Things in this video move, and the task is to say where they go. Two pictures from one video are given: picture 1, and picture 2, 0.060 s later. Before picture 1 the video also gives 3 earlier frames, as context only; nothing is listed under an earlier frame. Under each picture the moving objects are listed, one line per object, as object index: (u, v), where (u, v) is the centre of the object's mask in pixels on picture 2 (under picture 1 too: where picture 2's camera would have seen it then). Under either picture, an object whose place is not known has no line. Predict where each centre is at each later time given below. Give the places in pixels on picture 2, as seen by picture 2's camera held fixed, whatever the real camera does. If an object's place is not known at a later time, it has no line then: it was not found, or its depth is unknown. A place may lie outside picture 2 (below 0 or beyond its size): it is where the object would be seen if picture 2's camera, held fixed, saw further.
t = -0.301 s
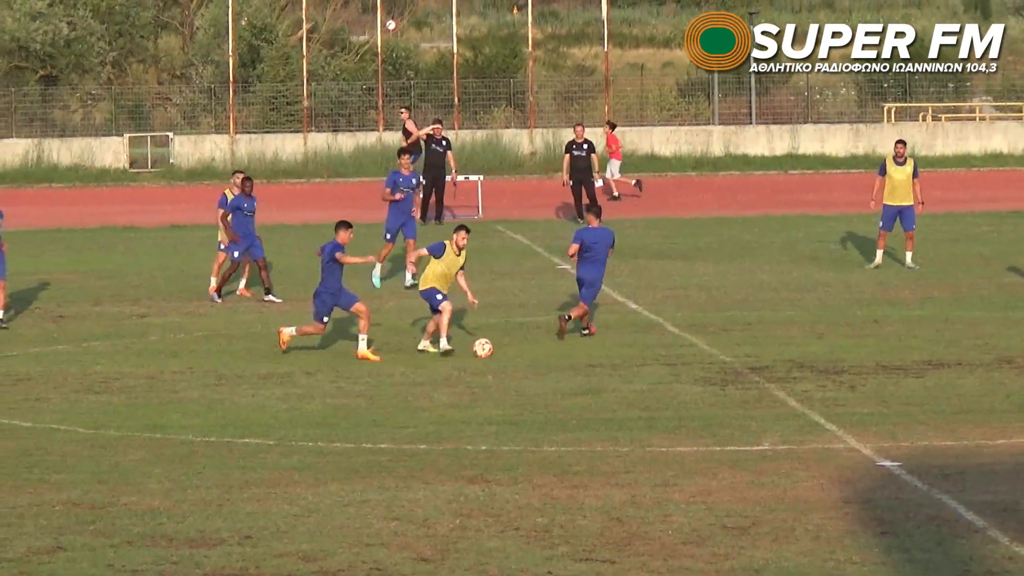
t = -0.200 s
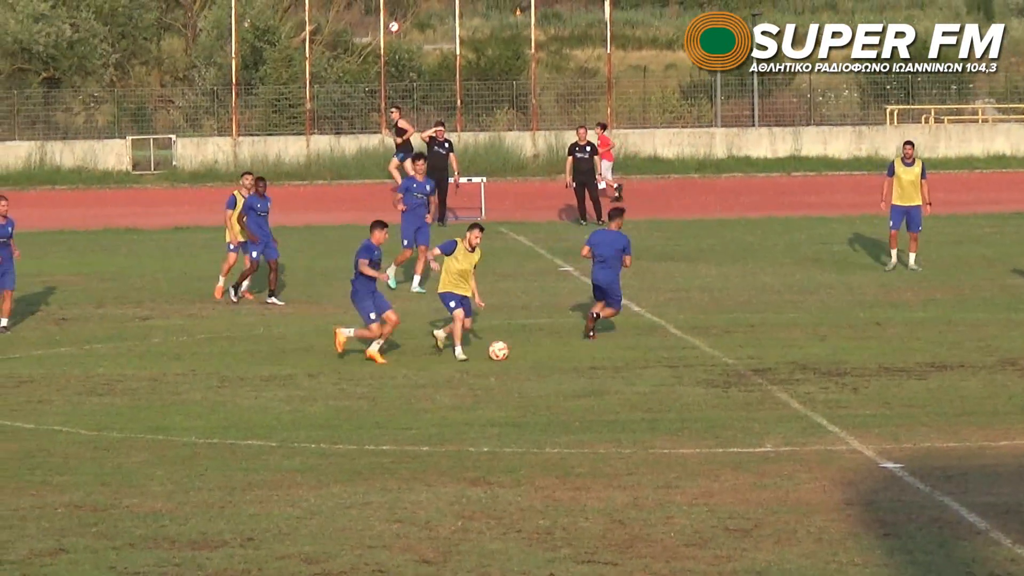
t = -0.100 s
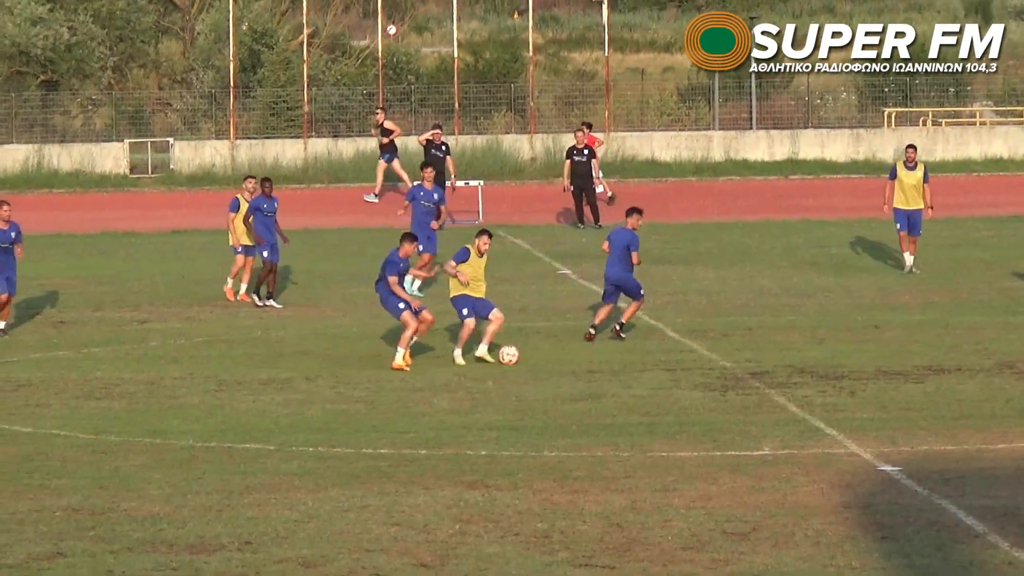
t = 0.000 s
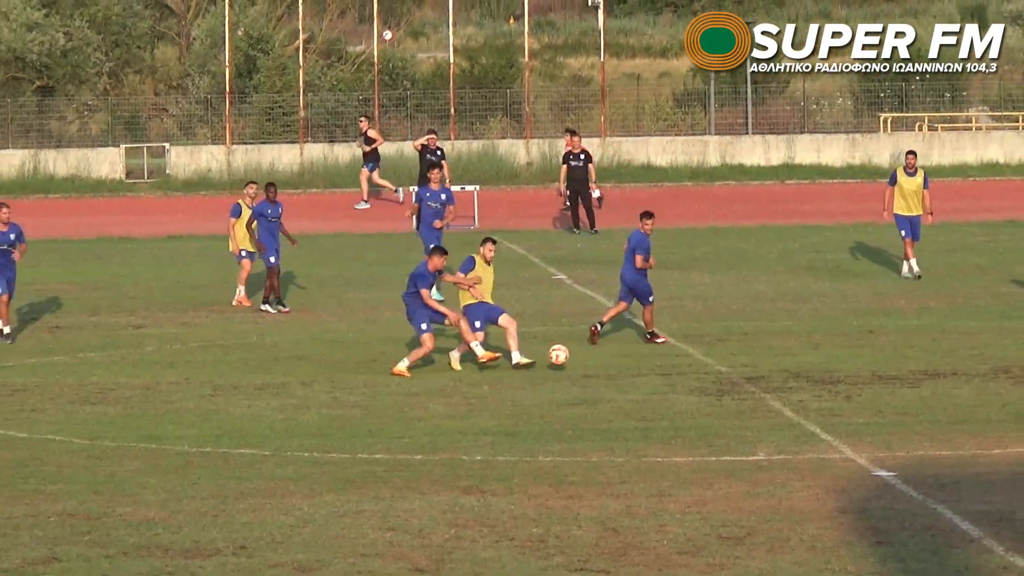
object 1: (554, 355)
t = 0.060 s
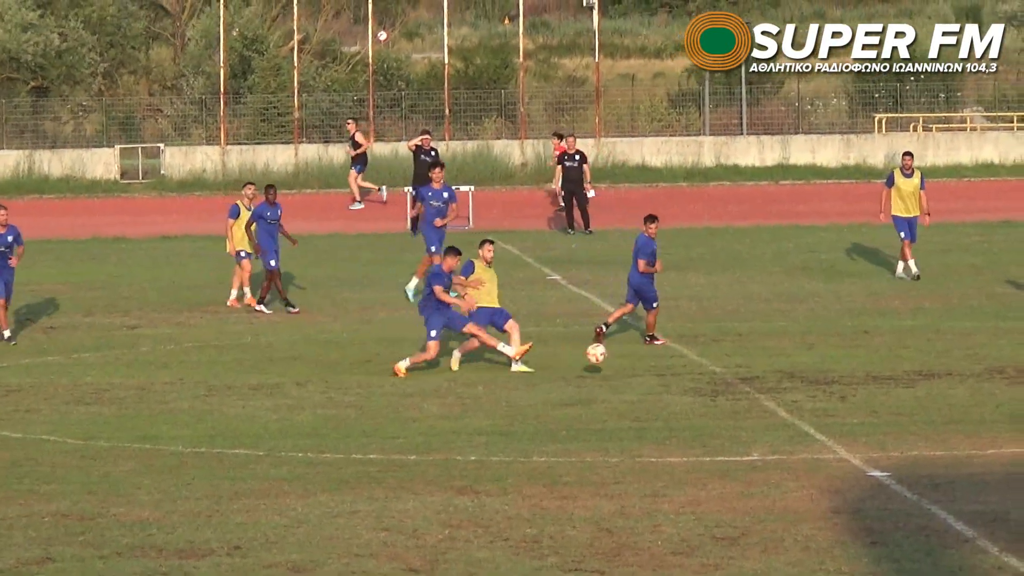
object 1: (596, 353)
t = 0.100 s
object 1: (624, 355)
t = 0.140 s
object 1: (652, 357)
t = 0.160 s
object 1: (666, 359)
